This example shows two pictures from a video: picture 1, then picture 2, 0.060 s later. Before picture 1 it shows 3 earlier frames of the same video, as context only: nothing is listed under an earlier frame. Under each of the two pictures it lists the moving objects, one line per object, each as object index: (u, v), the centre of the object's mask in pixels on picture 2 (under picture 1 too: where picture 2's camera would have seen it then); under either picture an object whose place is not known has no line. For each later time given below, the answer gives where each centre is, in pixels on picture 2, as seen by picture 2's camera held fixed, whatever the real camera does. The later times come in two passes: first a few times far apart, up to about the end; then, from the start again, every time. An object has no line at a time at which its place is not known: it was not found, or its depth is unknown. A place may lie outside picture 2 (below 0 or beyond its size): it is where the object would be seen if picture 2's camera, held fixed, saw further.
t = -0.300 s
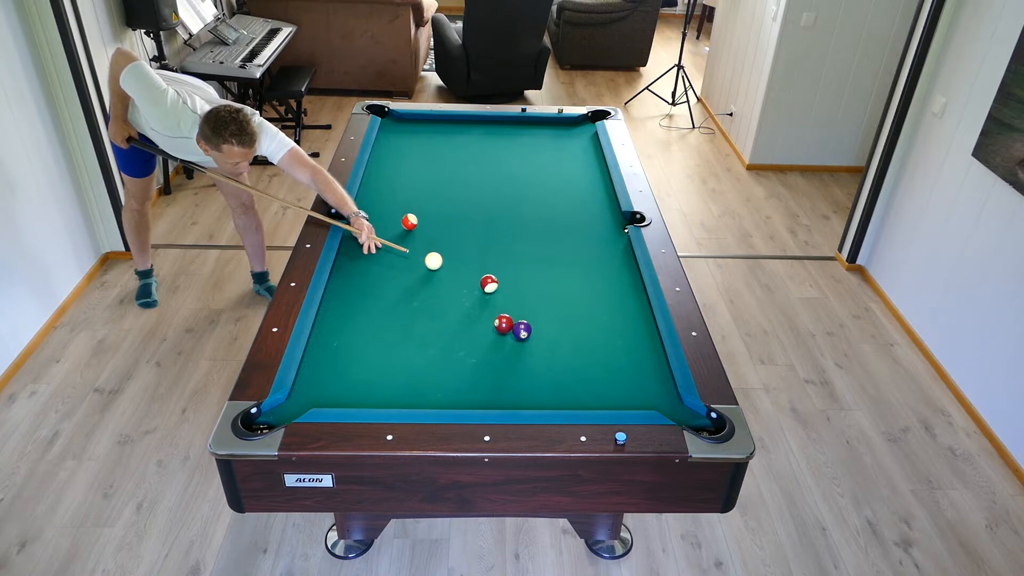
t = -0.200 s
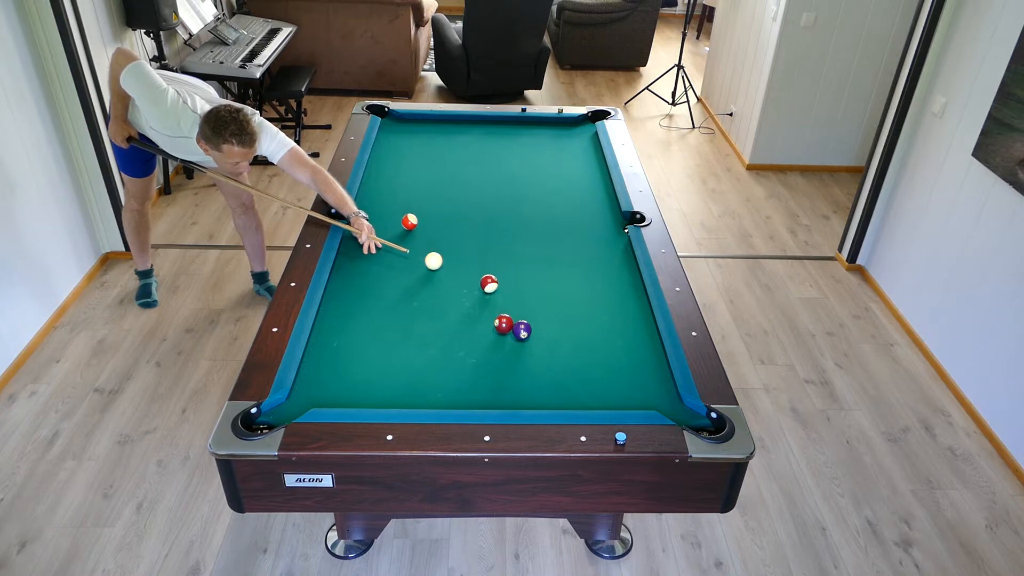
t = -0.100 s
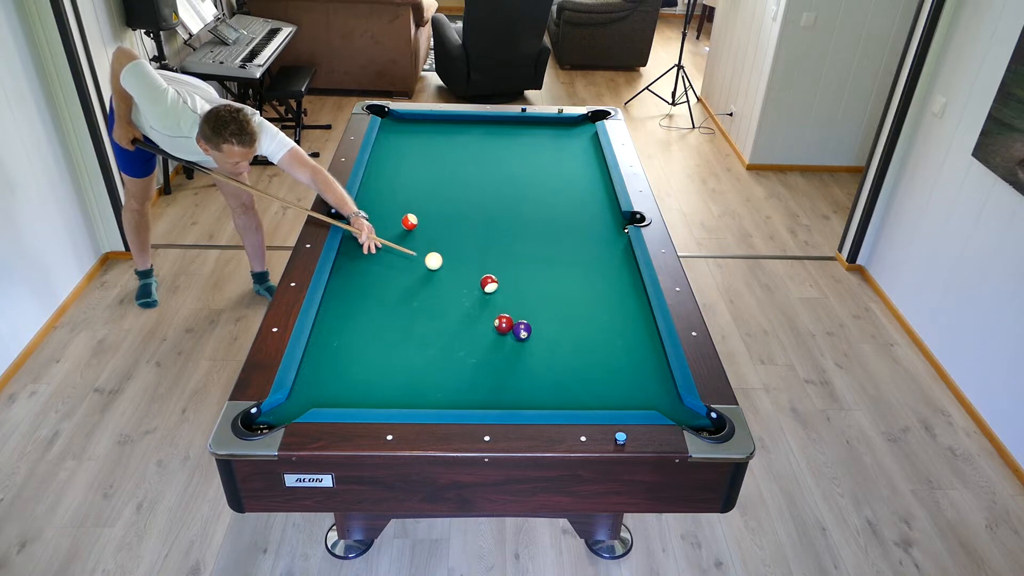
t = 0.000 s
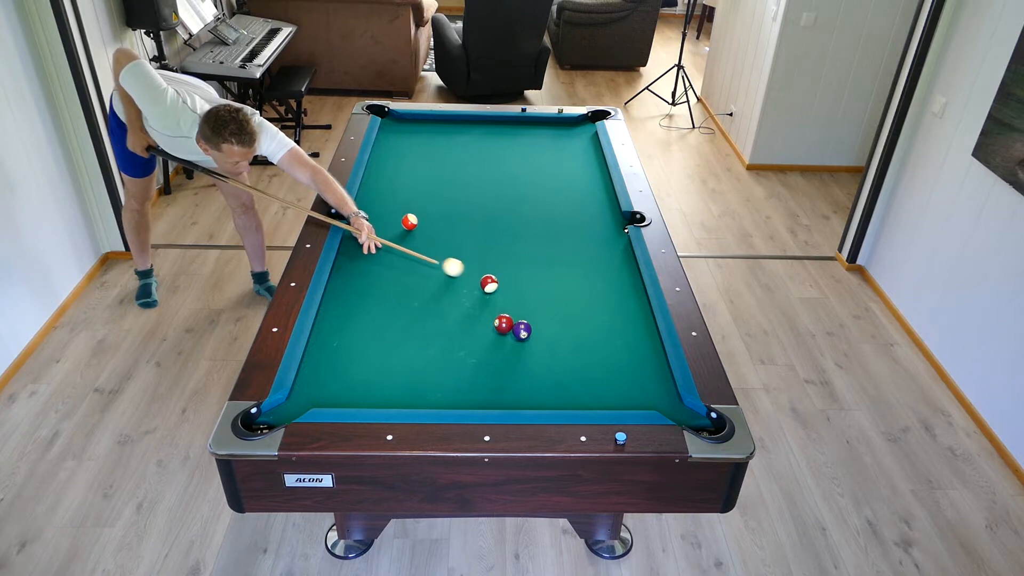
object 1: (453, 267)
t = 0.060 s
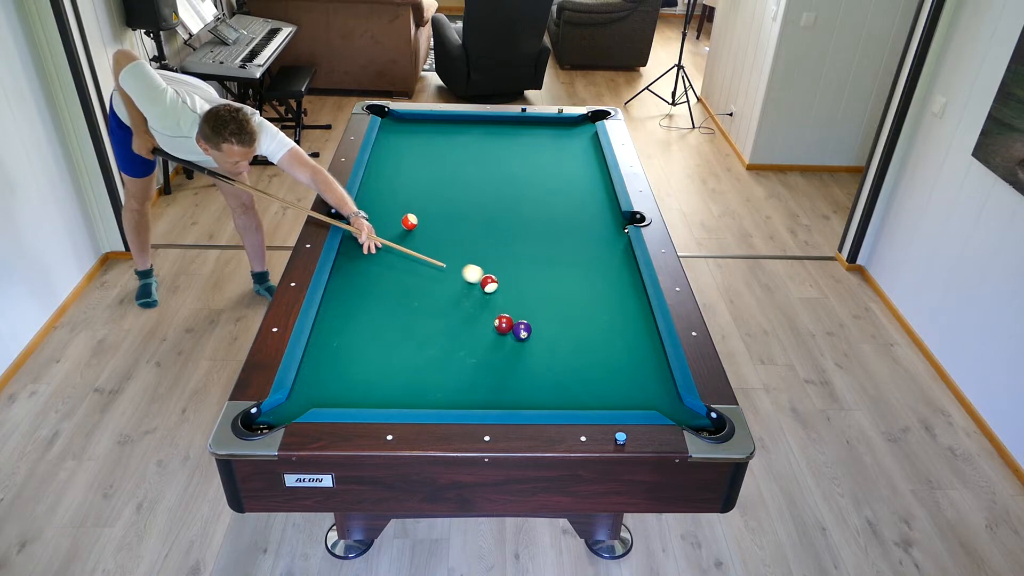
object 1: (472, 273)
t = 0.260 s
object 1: (499, 273)
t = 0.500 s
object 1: (527, 271)
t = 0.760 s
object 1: (555, 270)
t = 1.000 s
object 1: (578, 268)
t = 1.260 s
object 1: (602, 267)
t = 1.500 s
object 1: (622, 265)
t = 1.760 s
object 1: (623, 264)
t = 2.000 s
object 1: (613, 263)
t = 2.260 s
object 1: (605, 262)
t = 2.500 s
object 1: (598, 261)
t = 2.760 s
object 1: (592, 260)
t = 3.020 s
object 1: (588, 259)
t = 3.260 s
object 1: (585, 259)
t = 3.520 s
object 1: (583, 259)
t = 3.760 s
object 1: (582, 258)
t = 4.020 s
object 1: (582, 259)
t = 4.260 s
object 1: (582, 259)
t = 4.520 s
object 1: (582, 259)
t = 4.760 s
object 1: (582, 259)
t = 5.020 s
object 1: (582, 259)
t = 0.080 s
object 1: (477, 275)
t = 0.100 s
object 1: (480, 275)
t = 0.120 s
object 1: (482, 274)
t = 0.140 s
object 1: (484, 274)
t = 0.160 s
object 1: (487, 274)
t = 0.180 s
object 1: (489, 273)
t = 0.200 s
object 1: (492, 273)
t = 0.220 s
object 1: (494, 273)
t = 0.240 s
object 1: (497, 273)
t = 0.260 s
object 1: (499, 273)
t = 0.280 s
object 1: (501, 273)
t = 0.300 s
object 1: (504, 273)
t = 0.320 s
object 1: (506, 272)
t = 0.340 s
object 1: (509, 272)
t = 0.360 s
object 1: (511, 272)
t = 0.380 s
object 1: (513, 272)
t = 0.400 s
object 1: (516, 272)
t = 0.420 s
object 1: (518, 272)
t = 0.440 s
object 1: (520, 272)
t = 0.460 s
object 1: (522, 272)
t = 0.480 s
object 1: (525, 271)
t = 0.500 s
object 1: (527, 271)
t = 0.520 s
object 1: (529, 271)
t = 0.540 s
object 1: (531, 271)
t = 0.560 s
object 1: (533, 271)
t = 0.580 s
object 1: (536, 271)
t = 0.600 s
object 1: (538, 271)
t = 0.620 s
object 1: (540, 270)
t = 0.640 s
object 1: (542, 270)
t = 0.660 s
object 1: (544, 270)
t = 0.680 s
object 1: (546, 270)
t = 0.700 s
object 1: (548, 270)
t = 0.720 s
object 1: (551, 270)
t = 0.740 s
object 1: (553, 270)
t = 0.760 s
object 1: (555, 270)
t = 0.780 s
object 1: (557, 270)
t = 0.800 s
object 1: (559, 269)
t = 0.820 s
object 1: (561, 269)
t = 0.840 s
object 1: (563, 269)
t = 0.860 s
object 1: (565, 269)
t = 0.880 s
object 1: (567, 269)
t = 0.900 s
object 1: (569, 269)
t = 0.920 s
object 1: (571, 269)
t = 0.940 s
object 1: (573, 269)
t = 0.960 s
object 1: (575, 268)
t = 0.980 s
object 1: (576, 268)
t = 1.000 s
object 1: (578, 268)
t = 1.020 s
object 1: (580, 268)
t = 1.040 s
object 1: (582, 268)
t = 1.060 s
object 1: (584, 268)
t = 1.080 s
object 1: (586, 268)
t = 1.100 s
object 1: (588, 268)
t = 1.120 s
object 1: (589, 268)
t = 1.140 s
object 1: (591, 267)
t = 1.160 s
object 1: (593, 267)
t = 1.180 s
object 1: (595, 267)
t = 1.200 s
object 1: (597, 267)
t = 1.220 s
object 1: (598, 267)
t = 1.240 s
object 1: (600, 267)
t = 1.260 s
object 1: (602, 267)
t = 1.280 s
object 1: (604, 267)
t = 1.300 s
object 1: (605, 266)
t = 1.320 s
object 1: (607, 266)
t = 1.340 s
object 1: (609, 266)
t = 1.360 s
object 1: (610, 266)
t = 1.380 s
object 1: (612, 266)
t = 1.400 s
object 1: (613, 266)
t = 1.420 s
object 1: (615, 266)
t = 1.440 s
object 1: (617, 266)
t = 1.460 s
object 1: (618, 266)
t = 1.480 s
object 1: (620, 265)
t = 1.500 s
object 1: (622, 265)
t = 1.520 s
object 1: (623, 265)
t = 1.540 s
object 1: (625, 265)
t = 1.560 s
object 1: (626, 265)
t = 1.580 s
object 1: (628, 265)
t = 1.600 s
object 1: (629, 265)
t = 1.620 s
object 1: (629, 265)
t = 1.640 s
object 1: (628, 265)
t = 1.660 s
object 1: (627, 264)
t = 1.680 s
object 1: (626, 264)
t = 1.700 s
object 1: (626, 264)
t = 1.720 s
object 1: (625, 264)
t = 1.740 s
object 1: (624, 264)
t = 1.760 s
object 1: (623, 264)
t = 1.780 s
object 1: (622, 264)
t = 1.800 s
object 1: (621, 264)
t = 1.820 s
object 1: (620, 264)
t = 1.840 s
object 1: (620, 264)
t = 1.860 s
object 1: (619, 263)
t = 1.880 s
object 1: (618, 263)
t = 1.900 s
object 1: (617, 263)
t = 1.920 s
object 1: (617, 263)
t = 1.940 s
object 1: (616, 263)
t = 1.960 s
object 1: (615, 263)
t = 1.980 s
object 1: (614, 263)
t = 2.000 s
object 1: (613, 263)
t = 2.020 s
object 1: (613, 263)
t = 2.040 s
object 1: (612, 263)
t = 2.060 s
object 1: (611, 263)
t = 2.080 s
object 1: (611, 263)
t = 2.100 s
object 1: (610, 262)
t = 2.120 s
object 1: (609, 262)
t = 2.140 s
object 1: (609, 262)
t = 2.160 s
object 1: (608, 262)
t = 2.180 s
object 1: (607, 262)
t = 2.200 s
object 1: (607, 262)
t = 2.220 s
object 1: (606, 262)
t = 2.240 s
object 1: (605, 262)
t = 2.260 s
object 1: (605, 262)
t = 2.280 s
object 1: (604, 262)
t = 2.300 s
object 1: (604, 262)
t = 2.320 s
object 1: (603, 262)
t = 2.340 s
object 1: (603, 262)
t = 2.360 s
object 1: (602, 261)
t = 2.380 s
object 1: (601, 261)
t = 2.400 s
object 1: (601, 261)
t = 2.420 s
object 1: (600, 261)
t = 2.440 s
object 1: (600, 261)
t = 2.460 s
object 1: (599, 261)
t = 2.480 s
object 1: (599, 261)
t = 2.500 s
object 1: (598, 261)
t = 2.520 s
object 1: (598, 261)
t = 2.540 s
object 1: (597, 261)
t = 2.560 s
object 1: (597, 261)
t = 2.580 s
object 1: (596, 261)
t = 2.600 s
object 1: (596, 260)
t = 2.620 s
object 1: (595, 260)
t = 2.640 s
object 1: (595, 260)
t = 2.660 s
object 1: (595, 260)
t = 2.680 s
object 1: (594, 260)
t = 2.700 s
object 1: (594, 260)
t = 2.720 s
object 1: (593, 260)
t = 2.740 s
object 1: (593, 260)
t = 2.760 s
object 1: (592, 260)
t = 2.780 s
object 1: (592, 260)
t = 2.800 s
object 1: (592, 260)
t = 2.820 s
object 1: (591, 260)
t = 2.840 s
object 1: (591, 260)
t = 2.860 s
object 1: (590, 260)
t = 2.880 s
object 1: (590, 260)
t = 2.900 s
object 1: (590, 260)
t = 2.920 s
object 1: (589, 260)
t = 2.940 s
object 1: (589, 259)
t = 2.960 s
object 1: (589, 259)
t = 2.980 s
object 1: (588, 259)
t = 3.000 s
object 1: (588, 259)
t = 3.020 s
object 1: (588, 259)
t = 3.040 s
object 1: (588, 259)
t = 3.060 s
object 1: (587, 259)
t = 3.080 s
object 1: (587, 259)
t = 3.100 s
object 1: (587, 259)
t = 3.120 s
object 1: (587, 259)
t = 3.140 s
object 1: (586, 259)
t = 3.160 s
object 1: (586, 259)
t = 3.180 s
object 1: (586, 259)
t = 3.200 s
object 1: (586, 259)
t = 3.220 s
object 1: (586, 259)
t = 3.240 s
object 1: (585, 259)
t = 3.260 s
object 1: (585, 259)
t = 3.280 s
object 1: (585, 259)
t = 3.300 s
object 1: (585, 259)
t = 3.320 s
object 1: (585, 259)
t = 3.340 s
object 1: (584, 259)
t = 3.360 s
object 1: (584, 259)
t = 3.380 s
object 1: (584, 259)
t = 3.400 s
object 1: (584, 259)
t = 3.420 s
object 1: (584, 259)
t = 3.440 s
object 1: (584, 259)
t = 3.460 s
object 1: (584, 259)
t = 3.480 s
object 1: (584, 258)
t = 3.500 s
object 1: (583, 258)
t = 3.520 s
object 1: (583, 259)
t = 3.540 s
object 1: (583, 258)
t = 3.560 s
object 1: (583, 258)
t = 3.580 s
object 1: (583, 258)
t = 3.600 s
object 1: (583, 258)
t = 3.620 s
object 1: (583, 258)
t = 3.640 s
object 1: (583, 258)
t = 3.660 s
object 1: (583, 258)
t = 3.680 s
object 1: (583, 258)
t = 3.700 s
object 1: (583, 258)
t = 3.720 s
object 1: (583, 258)
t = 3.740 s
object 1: (582, 258)
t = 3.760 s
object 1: (582, 258)
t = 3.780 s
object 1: (582, 258)
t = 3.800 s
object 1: (582, 259)
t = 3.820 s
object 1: (582, 259)
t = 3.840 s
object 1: (582, 258)
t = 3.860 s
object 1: (582, 259)
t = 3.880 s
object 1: (582, 259)
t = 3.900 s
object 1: (582, 259)
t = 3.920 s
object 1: (582, 258)
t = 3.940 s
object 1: (582, 259)
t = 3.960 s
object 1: (582, 259)
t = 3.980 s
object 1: (582, 259)
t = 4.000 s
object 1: (582, 259)
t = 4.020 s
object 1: (582, 259)
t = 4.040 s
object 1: (582, 259)
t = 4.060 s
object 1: (582, 259)
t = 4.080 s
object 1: (582, 259)
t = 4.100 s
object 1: (582, 259)
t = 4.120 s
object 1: (582, 259)
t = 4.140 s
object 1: (582, 259)
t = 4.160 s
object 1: (582, 259)
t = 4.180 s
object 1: (582, 259)
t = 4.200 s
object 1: (582, 259)
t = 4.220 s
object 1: (582, 259)
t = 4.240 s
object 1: (582, 259)
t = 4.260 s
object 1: (582, 259)
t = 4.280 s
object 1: (582, 259)
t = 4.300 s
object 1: (582, 259)
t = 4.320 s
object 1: (582, 258)
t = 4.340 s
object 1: (582, 259)
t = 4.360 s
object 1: (582, 259)
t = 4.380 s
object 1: (582, 259)
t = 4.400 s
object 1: (582, 259)
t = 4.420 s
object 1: (582, 259)
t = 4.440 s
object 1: (582, 259)
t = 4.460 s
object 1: (582, 259)
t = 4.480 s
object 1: (582, 259)
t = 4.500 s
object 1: (582, 259)
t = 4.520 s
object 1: (582, 259)
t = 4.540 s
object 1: (582, 259)
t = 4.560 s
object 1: (582, 259)
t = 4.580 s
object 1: (582, 259)
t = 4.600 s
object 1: (582, 259)
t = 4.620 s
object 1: (582, 258)
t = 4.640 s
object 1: (582, 259)
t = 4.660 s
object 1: (582, 259)
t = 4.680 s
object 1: (582, 259)
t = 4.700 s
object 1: (582, 259)
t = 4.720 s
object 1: (582, 259)
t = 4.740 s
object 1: (582, 258)
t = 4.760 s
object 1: (582, 259)
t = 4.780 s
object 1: (582, 259)
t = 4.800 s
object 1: (582, 259)
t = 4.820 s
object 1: (582, 259)
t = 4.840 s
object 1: (582, 259)
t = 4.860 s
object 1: (582, 259)
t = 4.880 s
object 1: (582, 259)
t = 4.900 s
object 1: (582, 259)
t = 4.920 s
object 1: (582, 259)
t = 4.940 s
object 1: (582, 259)
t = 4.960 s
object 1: (582, 259)
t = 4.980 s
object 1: (582, 259)
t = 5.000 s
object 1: (582, 259)
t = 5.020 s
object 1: (582, 259)
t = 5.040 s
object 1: (582, 259)
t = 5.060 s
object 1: (582, 259)
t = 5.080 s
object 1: (582, 259)
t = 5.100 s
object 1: (582, 259)
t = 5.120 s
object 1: (582, 259)
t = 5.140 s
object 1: (582, 259)
